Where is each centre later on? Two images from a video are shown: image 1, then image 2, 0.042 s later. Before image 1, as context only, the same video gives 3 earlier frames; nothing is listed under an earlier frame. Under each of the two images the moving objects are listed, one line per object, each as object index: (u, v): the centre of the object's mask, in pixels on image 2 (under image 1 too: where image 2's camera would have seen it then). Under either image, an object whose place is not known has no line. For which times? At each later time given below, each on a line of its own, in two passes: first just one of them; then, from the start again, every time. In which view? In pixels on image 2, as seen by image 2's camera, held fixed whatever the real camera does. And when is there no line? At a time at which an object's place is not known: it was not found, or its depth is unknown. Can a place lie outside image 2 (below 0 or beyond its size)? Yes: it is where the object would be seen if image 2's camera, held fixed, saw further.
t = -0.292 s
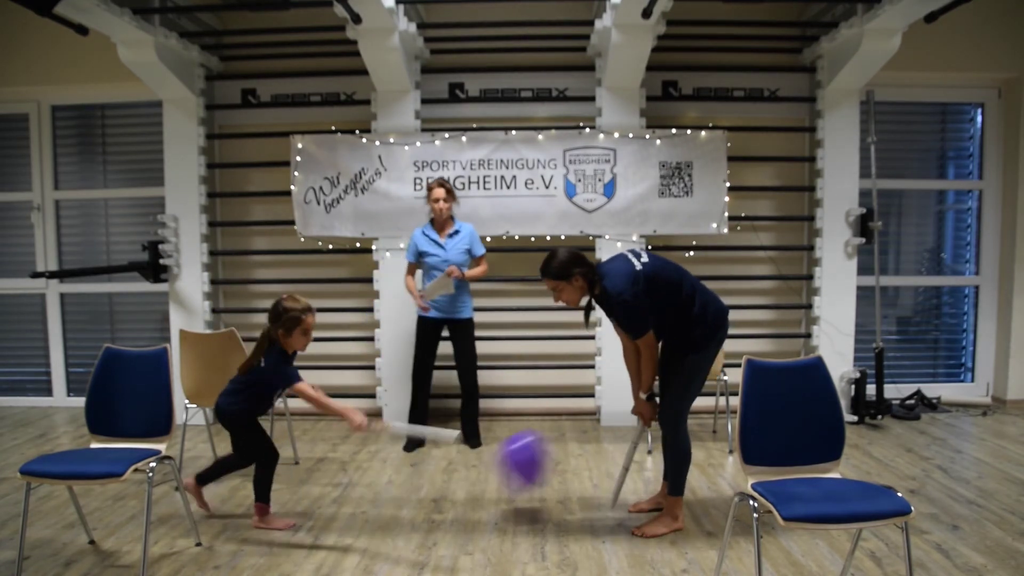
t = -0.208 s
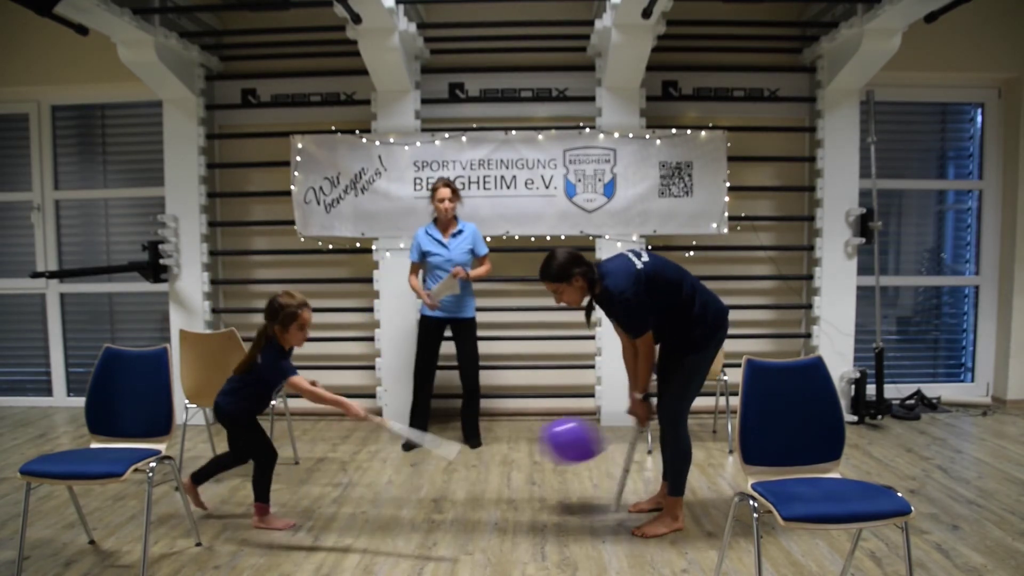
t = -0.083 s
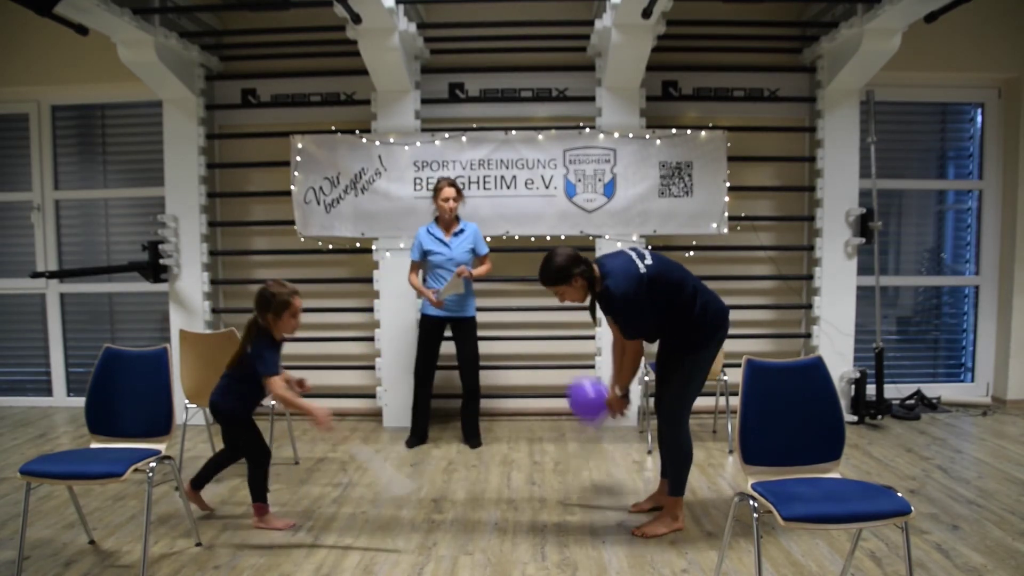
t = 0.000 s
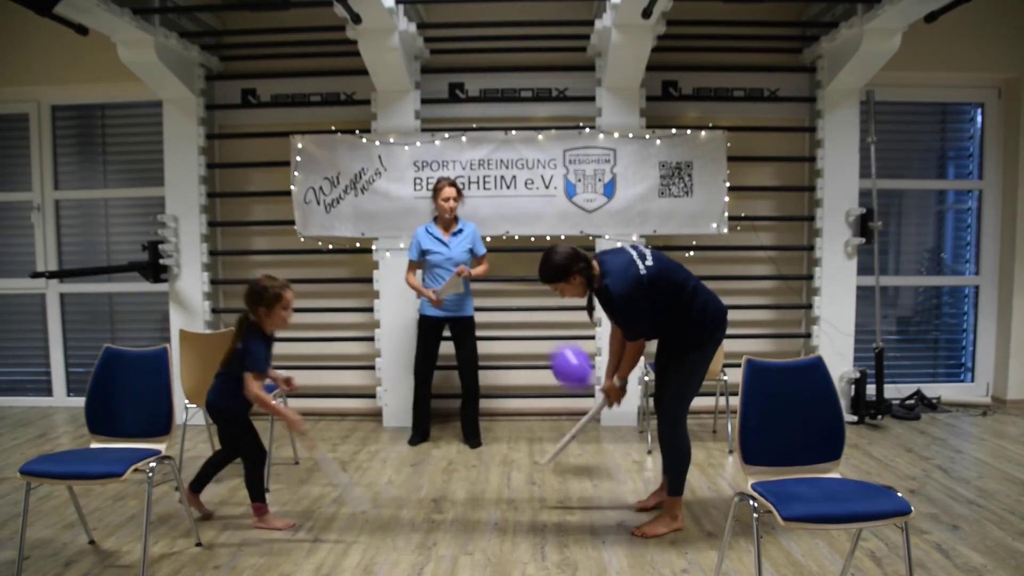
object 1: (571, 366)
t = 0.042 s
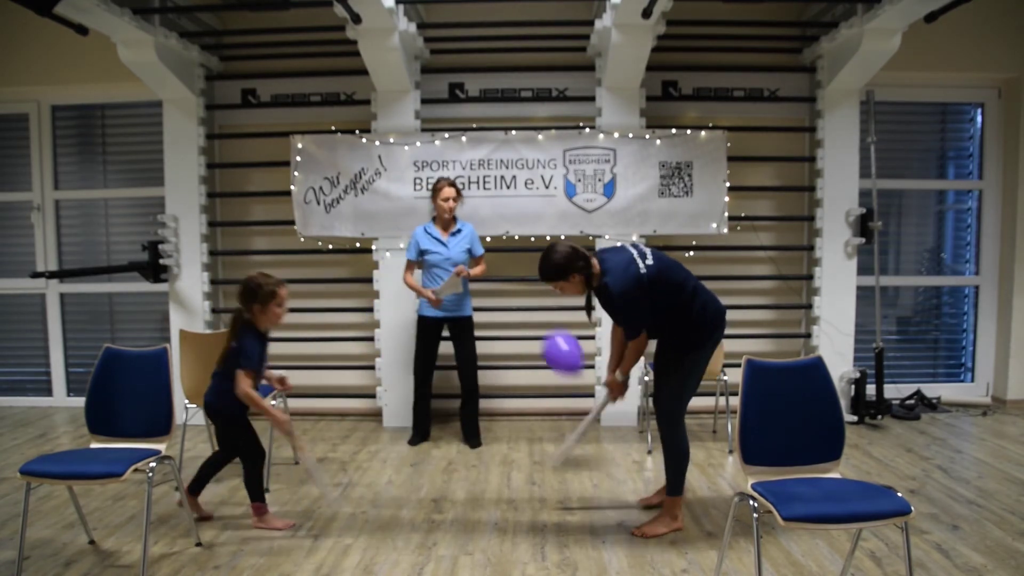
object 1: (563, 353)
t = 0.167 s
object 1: (541, 324)
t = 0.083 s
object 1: (555, 342)
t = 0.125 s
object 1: (548, 332)
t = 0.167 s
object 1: (541, 324)
